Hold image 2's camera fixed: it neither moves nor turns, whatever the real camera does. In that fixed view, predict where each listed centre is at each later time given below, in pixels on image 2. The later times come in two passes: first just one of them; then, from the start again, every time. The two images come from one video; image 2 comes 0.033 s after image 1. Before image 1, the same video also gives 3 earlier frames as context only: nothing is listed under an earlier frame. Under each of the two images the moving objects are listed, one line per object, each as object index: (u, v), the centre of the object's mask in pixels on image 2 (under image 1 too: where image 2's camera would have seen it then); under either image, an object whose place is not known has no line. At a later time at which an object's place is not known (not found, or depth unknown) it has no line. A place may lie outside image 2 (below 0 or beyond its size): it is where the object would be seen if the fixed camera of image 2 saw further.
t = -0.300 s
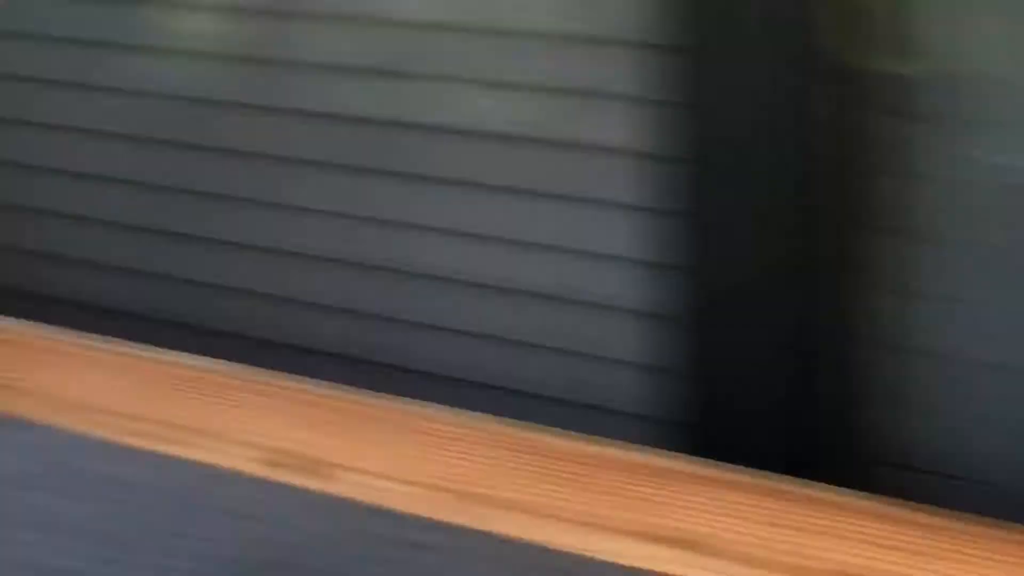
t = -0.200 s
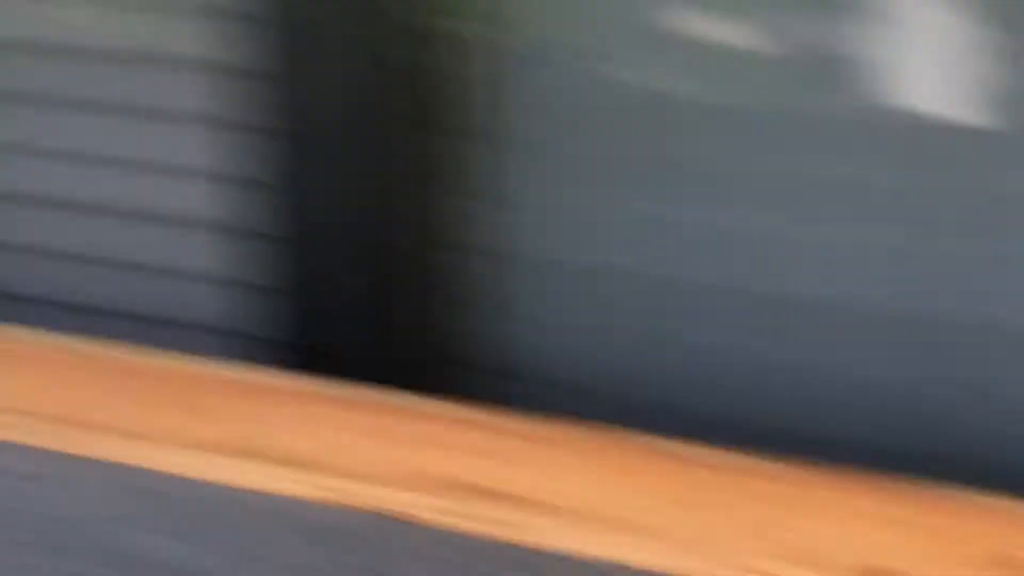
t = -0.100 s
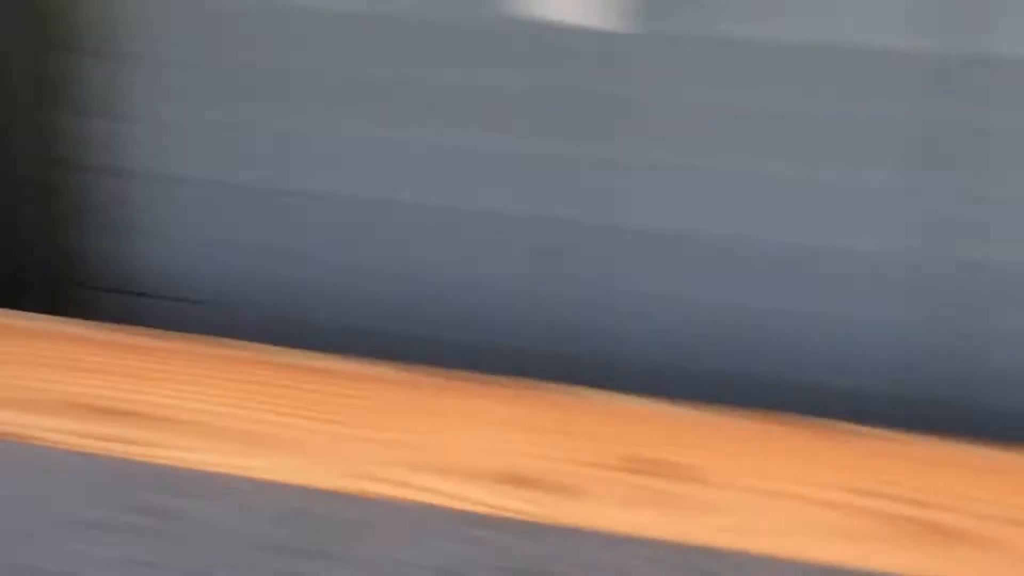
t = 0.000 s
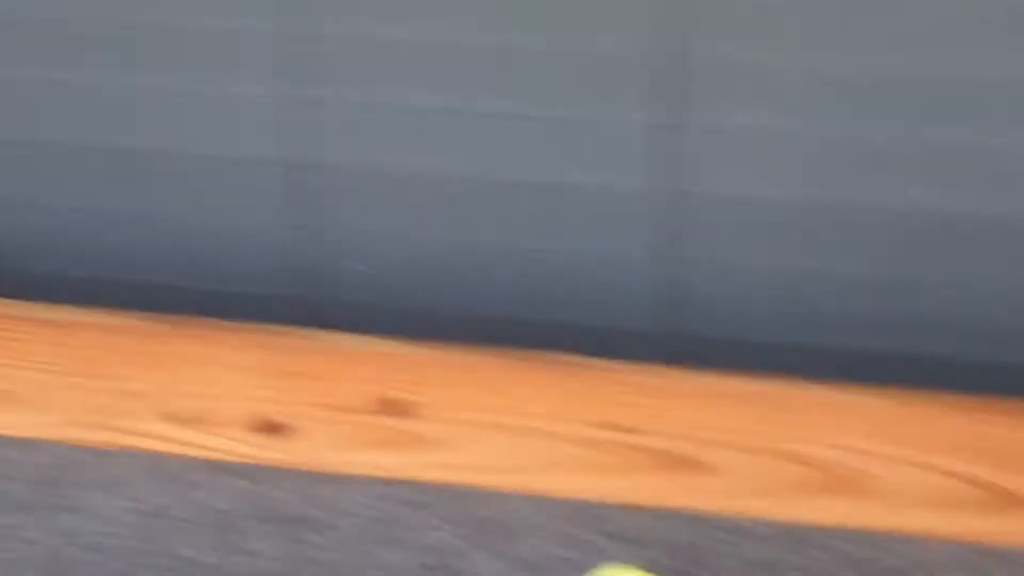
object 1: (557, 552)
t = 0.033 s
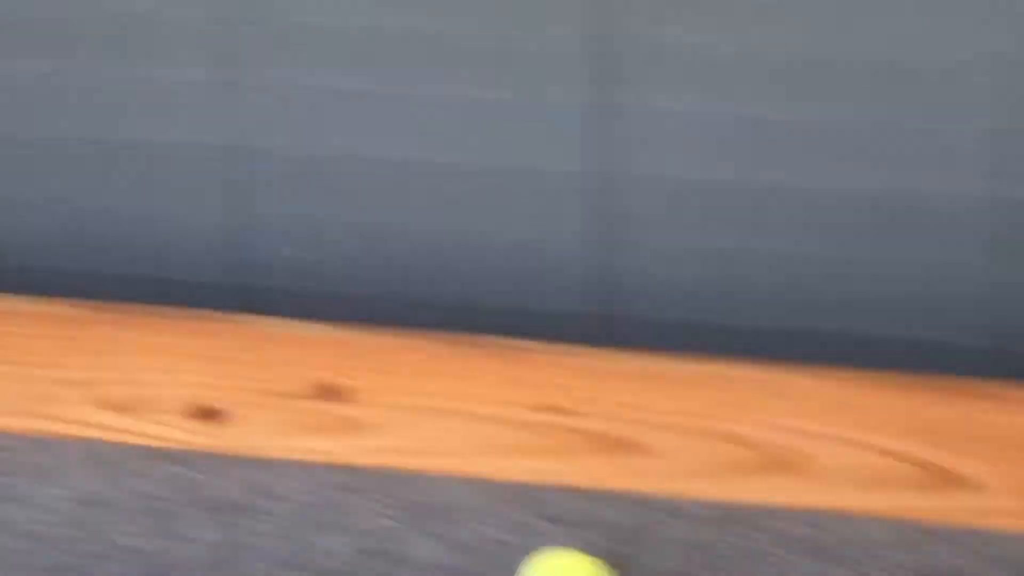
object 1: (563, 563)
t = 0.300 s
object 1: (562, 590)
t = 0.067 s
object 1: (565, 574)
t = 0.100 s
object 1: (565, 583)
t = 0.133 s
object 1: (565, 590)
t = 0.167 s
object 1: (562, 590)
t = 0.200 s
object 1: (560, 586)
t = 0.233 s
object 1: (561, 590)
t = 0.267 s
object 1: (562, 590)
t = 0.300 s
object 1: (562, 590)
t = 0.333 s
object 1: (562, 589)
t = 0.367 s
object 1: (562, 589)
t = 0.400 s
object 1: (562, 589)
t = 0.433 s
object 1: (562, 590)
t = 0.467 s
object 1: (562, 590)
